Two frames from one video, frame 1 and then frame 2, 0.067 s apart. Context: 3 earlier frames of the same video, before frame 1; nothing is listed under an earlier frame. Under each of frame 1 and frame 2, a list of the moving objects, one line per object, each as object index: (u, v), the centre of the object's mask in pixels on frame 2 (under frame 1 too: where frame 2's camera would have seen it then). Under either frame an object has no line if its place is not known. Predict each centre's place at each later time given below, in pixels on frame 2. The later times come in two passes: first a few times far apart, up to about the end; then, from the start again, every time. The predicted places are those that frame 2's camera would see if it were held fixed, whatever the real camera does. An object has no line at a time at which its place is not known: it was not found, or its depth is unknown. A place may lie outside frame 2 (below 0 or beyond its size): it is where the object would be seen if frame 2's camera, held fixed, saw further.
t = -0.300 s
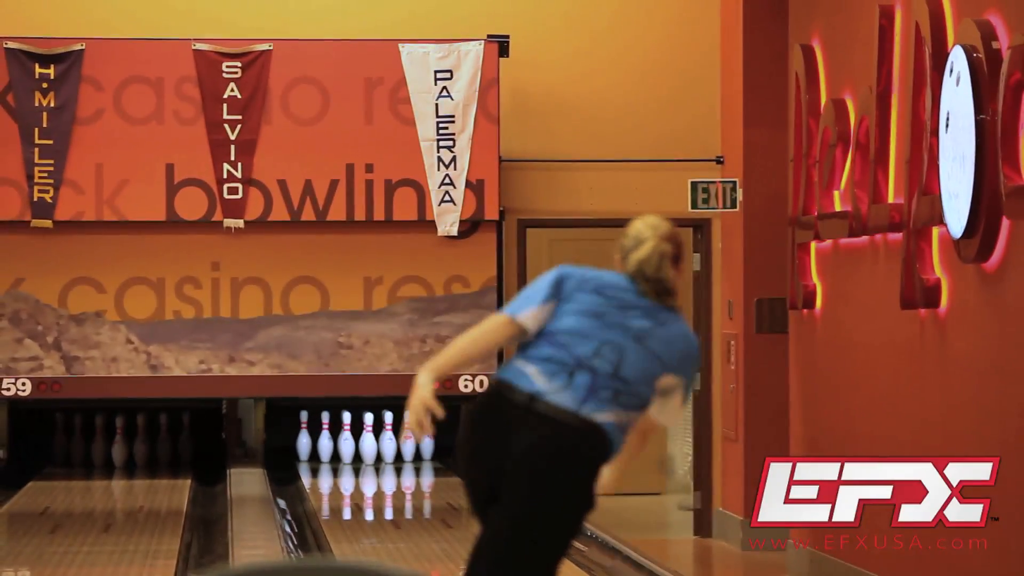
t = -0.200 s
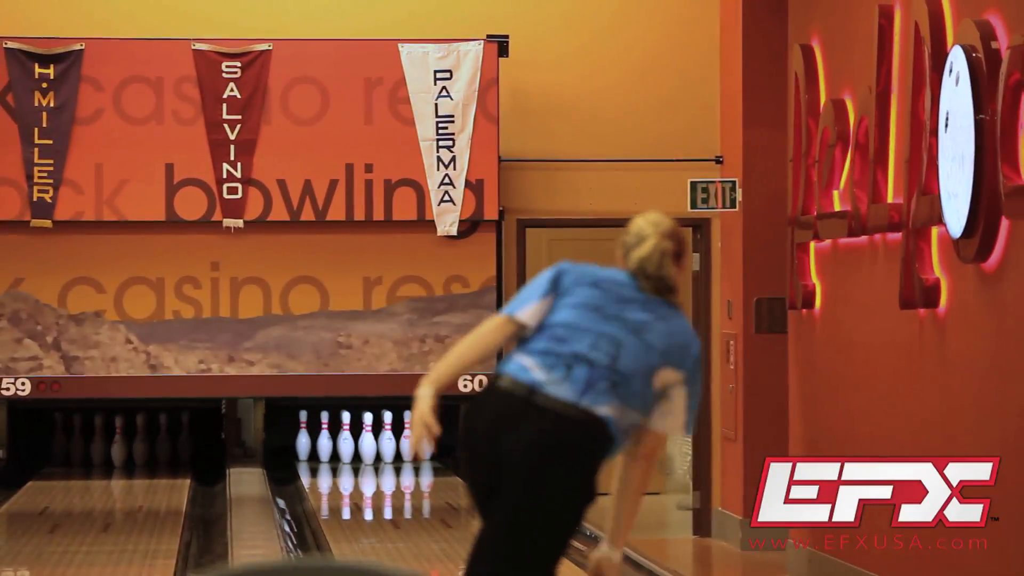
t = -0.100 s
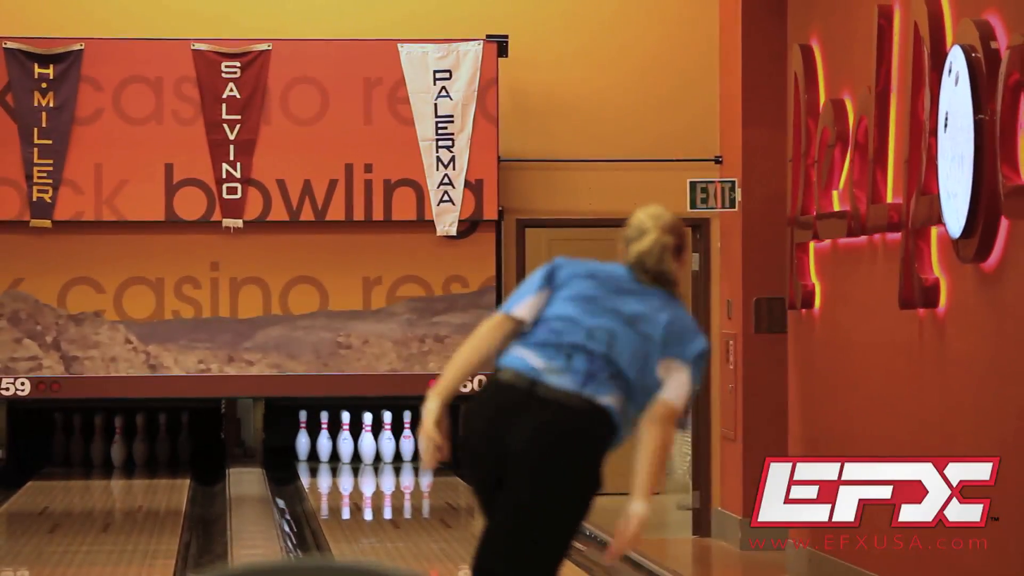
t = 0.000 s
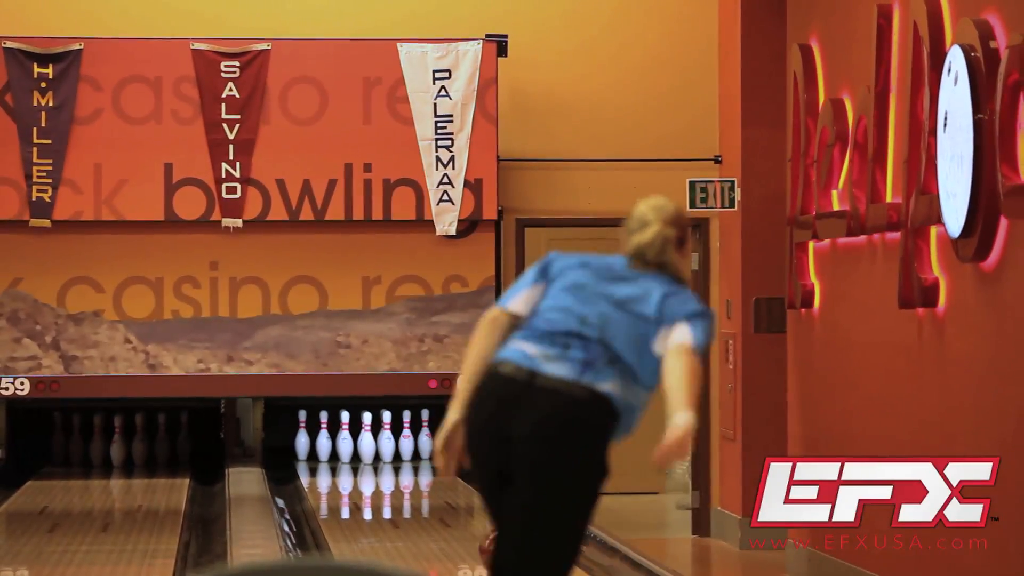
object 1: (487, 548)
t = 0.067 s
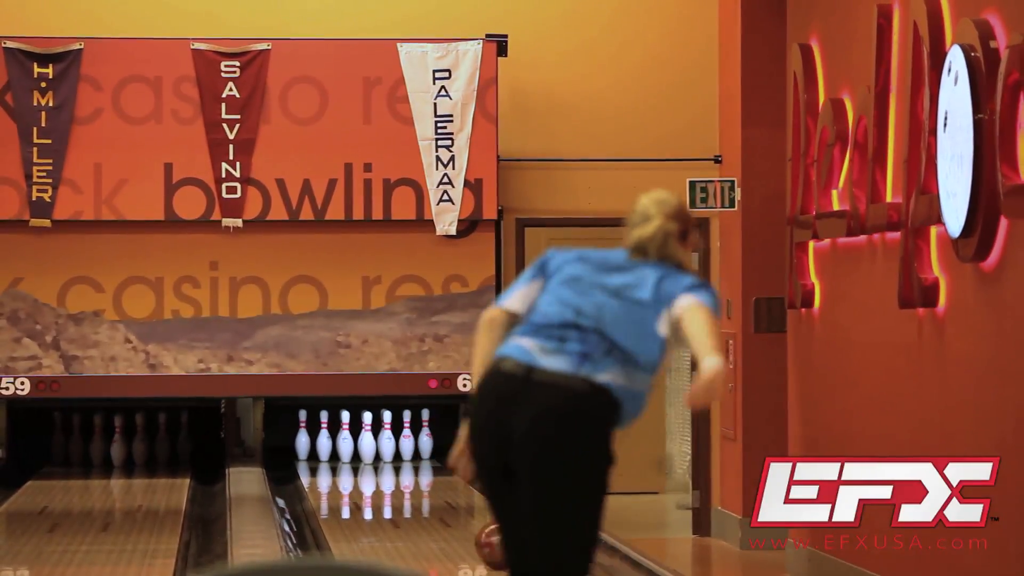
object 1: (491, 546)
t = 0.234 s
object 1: (485, 529)
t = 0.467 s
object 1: (470, 511)
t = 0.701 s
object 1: (454, 497)
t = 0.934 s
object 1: (436, 483)
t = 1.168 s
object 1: (417, 472)
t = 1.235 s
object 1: (410, 470)
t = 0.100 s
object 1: (490, 544)
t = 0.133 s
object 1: (489, 540)
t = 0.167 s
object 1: (488, 537)
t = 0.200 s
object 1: (486, 535)
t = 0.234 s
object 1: (485, 529)
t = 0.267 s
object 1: (484, 526)
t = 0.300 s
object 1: (482, 523)
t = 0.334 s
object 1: (480, 521)
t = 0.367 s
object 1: (478, 518)
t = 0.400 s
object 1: (476, 516)
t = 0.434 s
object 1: (473, 514)
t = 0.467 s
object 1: (470, 511)
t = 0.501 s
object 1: (468, 509)
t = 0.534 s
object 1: (465, 506)
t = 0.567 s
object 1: (463, 504)
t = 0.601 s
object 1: (460, 503)
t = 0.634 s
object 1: (458, 500)
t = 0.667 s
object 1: (456, 498)
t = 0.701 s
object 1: (454, 497)
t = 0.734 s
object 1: (451, 494)
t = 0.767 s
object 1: (448, 492)
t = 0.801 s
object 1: (446, 490)
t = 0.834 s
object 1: (444, 488)
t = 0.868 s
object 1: (441, 487)
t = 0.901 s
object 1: (439, 485)
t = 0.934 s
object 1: (436, 483)
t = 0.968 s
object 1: (434, 481)
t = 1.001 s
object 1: (432, 480)
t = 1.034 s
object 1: (429, 478)
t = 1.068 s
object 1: (425, 477)
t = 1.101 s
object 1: (422, 475)
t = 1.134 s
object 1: (420, 473)
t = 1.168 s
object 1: (417, 472)
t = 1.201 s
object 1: (414, 471)
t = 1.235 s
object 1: (410, 470)
